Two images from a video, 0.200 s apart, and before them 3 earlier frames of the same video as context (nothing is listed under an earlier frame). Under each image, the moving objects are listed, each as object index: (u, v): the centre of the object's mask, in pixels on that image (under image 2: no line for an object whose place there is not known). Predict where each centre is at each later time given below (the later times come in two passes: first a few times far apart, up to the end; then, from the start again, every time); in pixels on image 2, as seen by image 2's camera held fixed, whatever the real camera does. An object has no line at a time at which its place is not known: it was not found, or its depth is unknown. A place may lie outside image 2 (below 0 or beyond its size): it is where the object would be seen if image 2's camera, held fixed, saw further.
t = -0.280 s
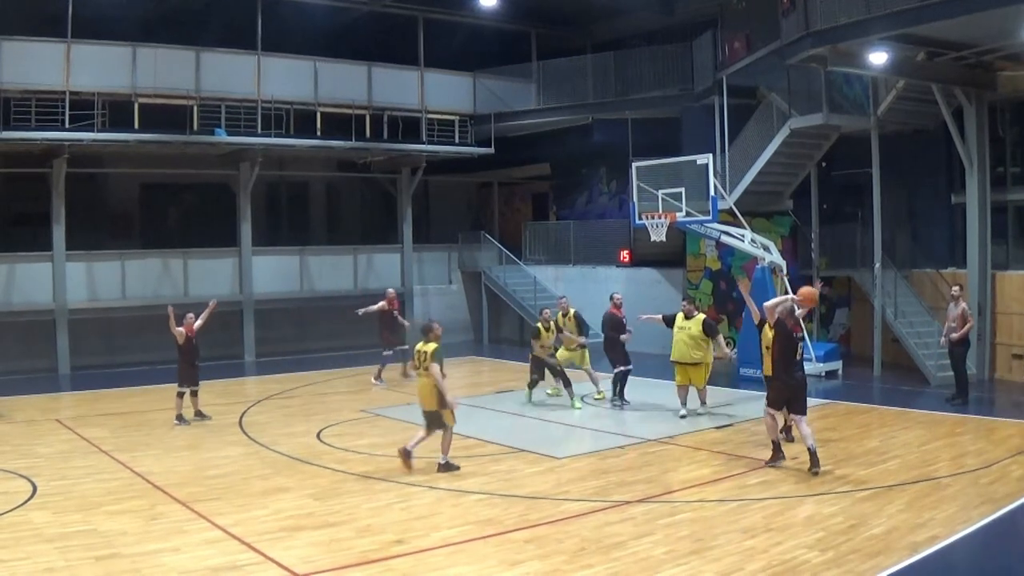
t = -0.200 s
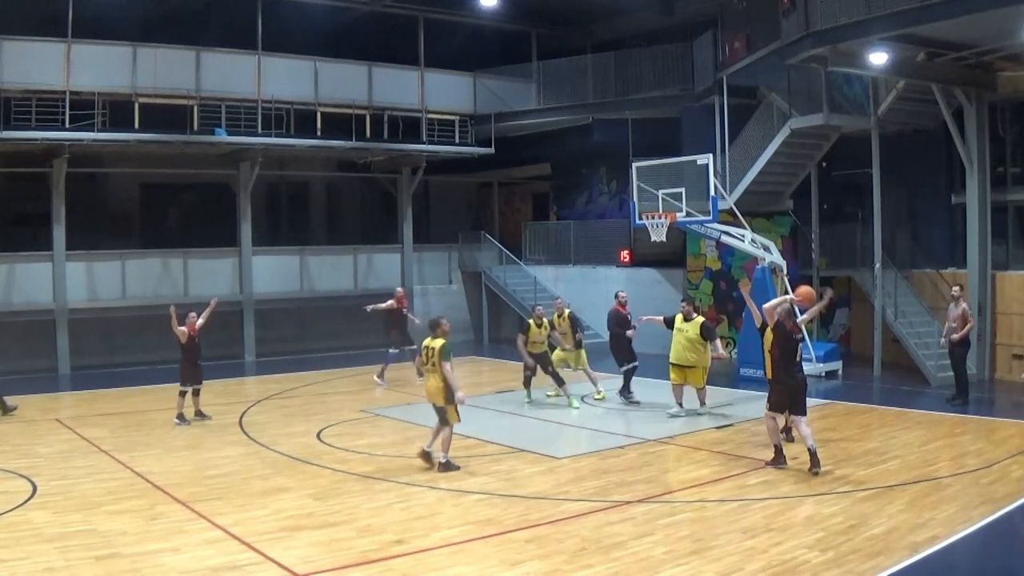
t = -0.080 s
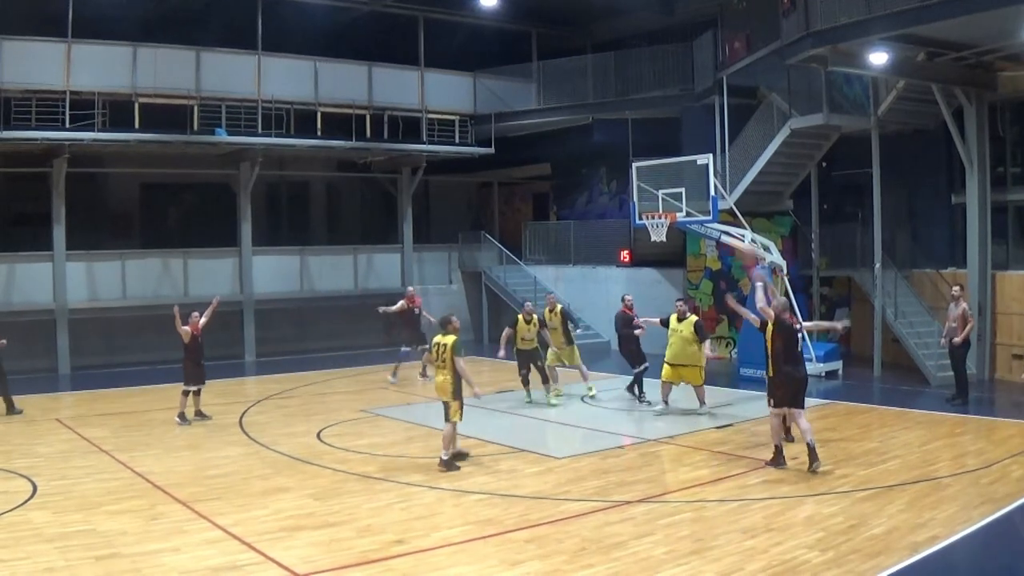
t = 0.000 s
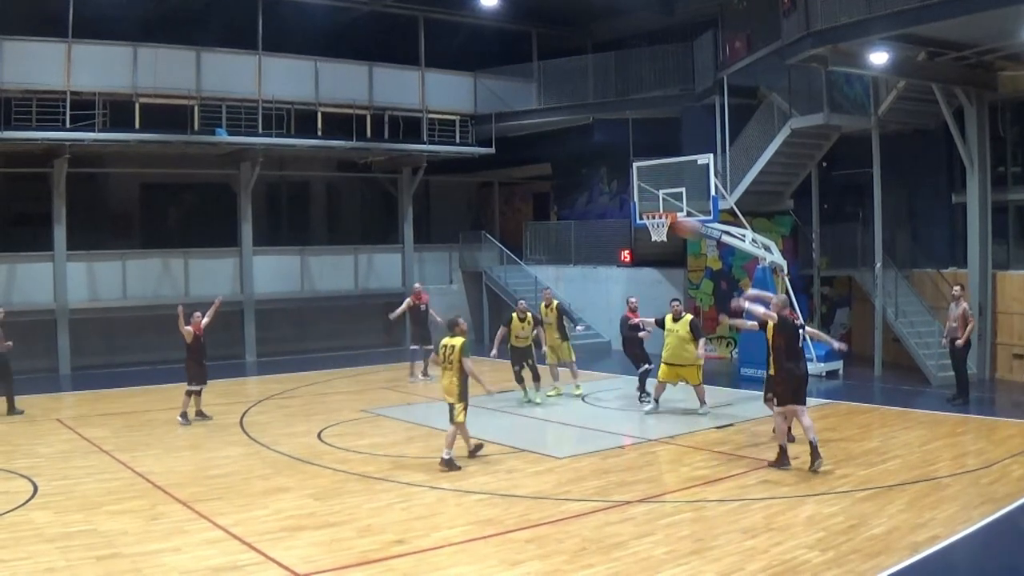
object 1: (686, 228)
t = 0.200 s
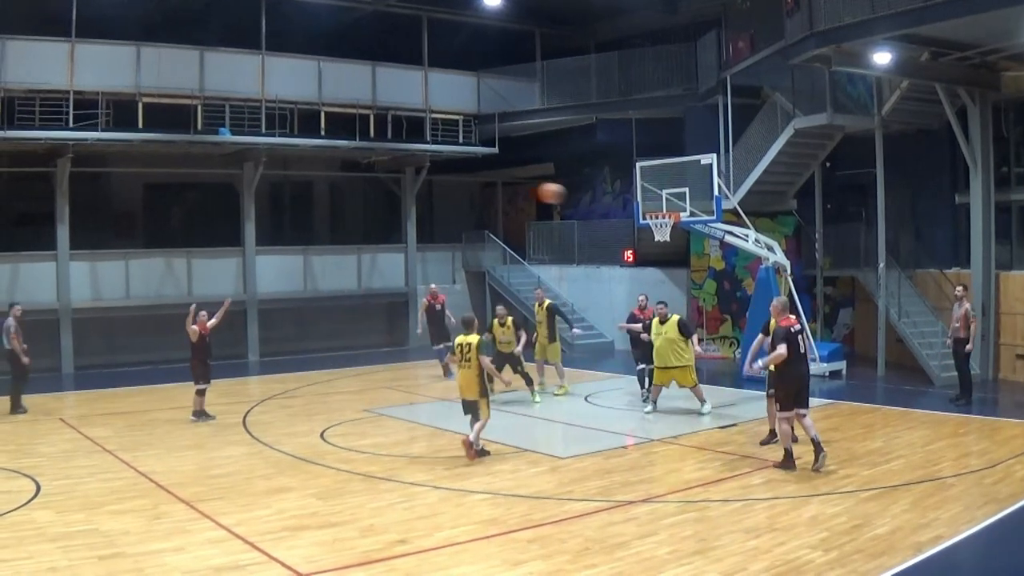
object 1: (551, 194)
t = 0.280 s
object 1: (500, 189)
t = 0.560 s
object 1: (345, 213)
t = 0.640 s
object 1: (308, 229)
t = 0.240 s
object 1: (525, 191)
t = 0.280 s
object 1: (500, 189)
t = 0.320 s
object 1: (475, 189)
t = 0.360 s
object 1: (451, 190)
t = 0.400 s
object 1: (428, 193)
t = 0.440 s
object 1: (406, 196)
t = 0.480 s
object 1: (385, 201)
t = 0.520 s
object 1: (365, 207)
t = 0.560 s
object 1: (345, 213)
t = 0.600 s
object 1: (326, 221)
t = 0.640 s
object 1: (308, 229)
